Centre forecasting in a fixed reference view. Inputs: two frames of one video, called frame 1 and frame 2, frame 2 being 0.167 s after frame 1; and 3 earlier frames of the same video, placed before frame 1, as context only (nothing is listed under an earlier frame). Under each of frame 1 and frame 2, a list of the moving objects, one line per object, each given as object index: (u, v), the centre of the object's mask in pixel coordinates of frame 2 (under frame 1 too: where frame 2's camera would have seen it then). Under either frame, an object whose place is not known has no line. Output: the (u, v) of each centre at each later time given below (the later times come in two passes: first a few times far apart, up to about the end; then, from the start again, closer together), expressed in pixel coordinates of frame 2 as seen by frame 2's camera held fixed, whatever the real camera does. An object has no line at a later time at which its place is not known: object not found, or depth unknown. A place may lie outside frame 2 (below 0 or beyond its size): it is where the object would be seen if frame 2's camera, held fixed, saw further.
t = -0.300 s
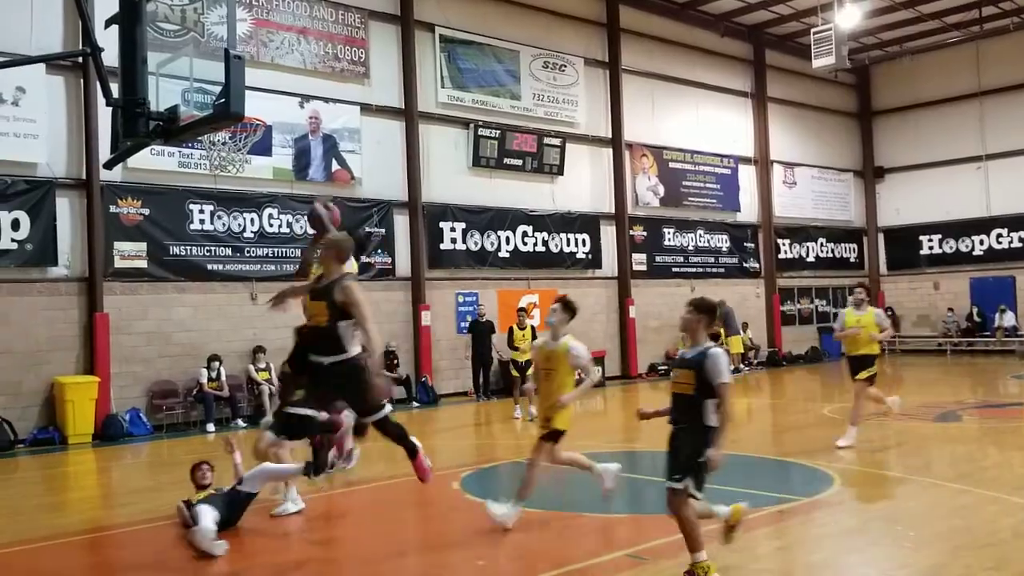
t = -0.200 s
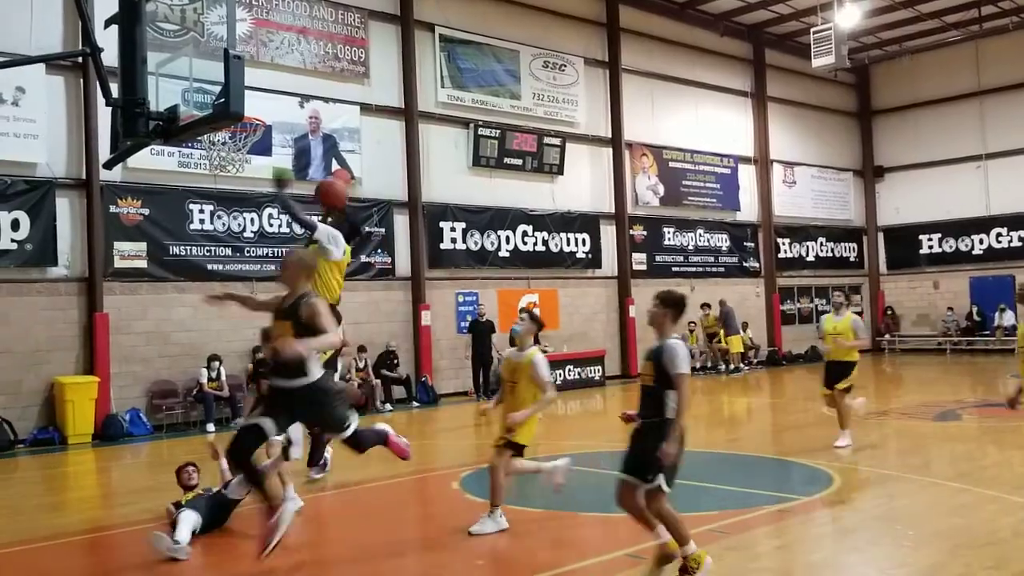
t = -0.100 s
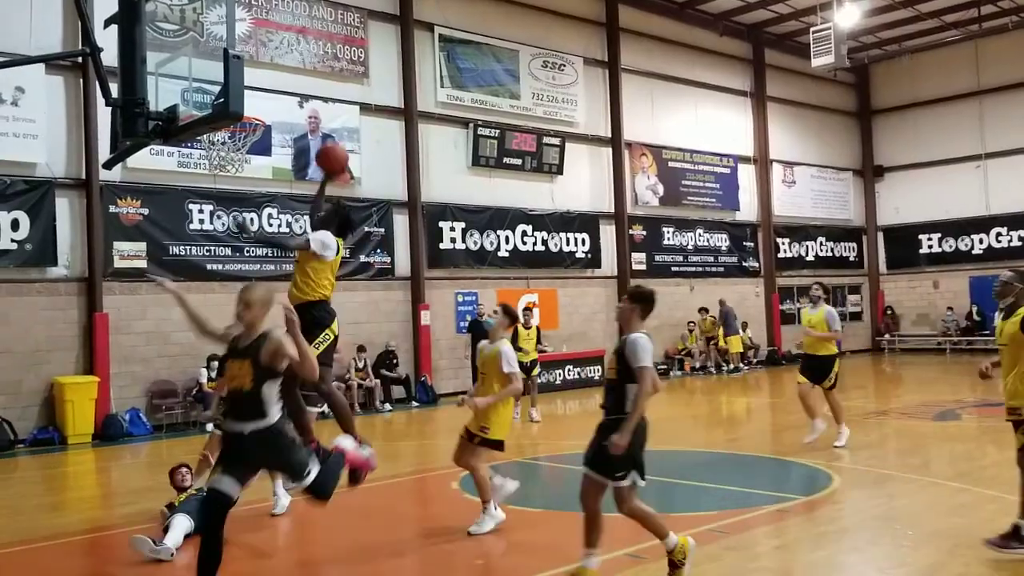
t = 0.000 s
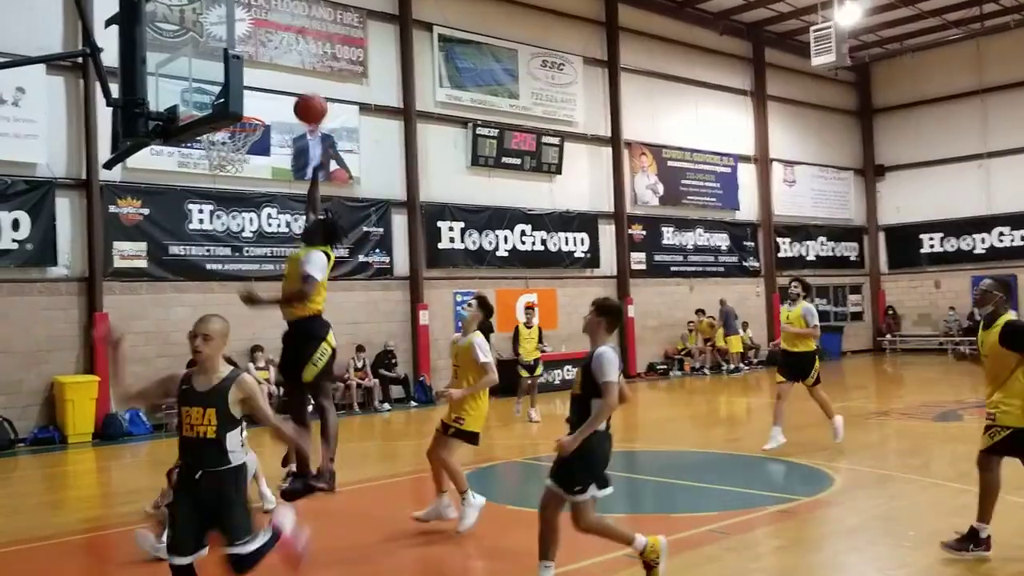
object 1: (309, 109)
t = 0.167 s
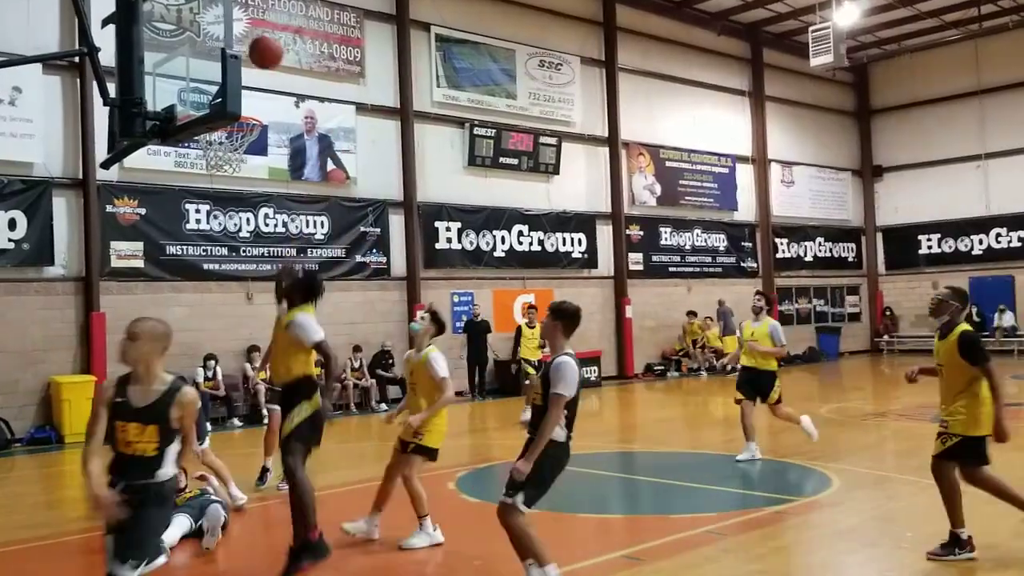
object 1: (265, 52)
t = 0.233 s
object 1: (250, 39)
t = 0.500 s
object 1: (201, 55)
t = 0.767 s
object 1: (237, 158)
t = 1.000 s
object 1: (227, 195)
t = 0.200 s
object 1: (257, 46)
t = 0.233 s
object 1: (250, 39)
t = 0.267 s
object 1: (244, 35)
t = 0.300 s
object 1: (241, 33)
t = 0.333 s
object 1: (221, 32)
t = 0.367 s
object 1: (210, 33)
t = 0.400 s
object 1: (205, 36)
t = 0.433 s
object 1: (198, 39)
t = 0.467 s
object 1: (196, 44)
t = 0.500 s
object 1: (201, 55)
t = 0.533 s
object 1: (205, 62)
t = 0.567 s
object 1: (209, 75)
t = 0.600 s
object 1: (212, 88)
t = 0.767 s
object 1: (237, 158)
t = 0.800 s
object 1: (234, 162)
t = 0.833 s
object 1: (234, 163)
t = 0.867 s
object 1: (233, 166)
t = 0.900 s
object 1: (233, 171)
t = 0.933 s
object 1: (231, 177)
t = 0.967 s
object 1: (229, 187)
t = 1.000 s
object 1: (227, 195)
